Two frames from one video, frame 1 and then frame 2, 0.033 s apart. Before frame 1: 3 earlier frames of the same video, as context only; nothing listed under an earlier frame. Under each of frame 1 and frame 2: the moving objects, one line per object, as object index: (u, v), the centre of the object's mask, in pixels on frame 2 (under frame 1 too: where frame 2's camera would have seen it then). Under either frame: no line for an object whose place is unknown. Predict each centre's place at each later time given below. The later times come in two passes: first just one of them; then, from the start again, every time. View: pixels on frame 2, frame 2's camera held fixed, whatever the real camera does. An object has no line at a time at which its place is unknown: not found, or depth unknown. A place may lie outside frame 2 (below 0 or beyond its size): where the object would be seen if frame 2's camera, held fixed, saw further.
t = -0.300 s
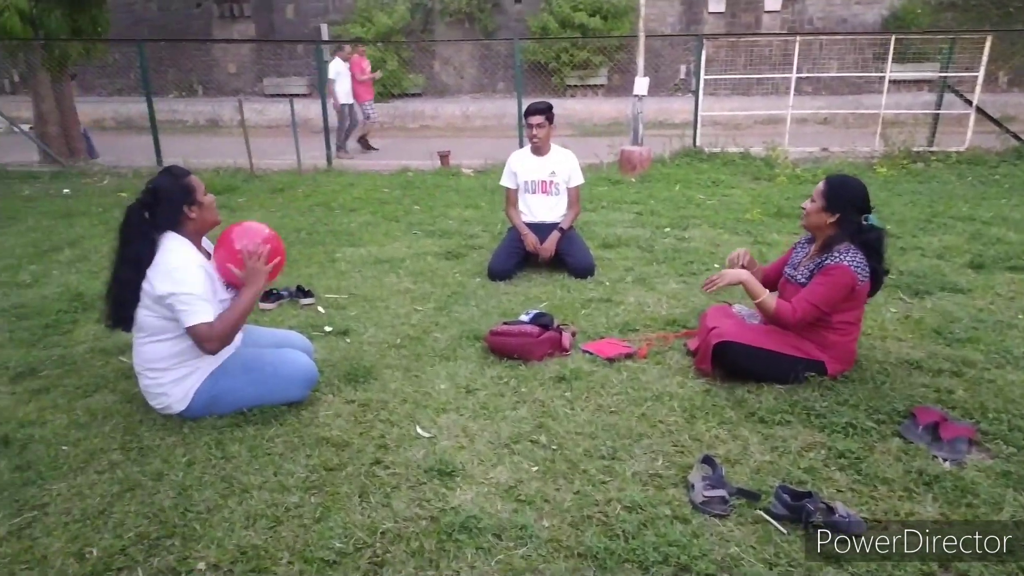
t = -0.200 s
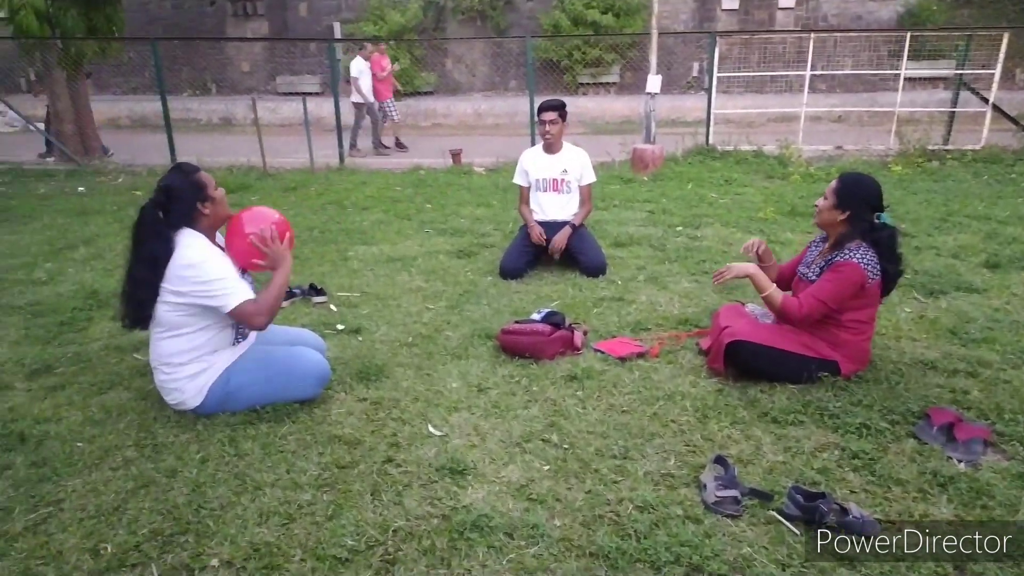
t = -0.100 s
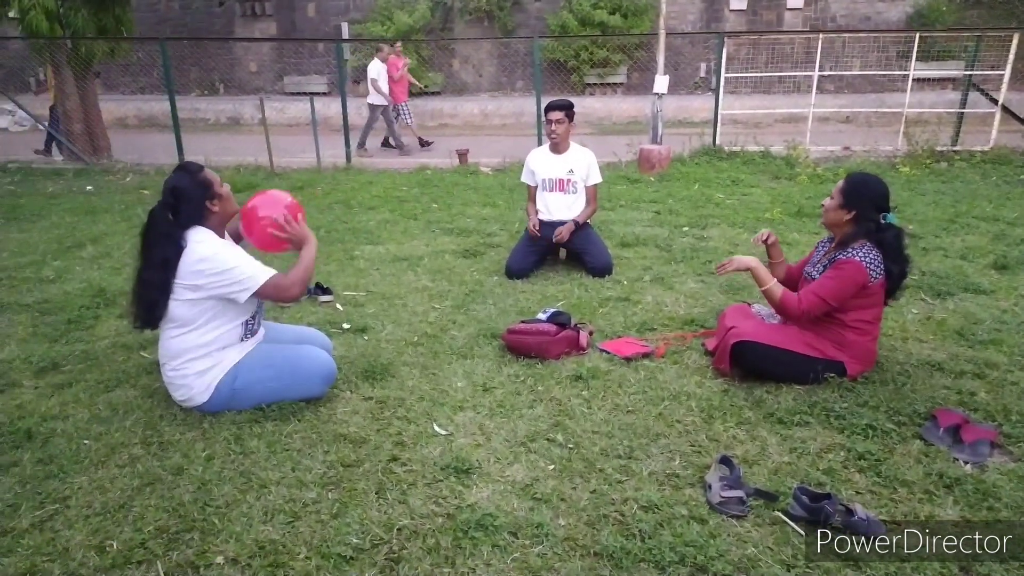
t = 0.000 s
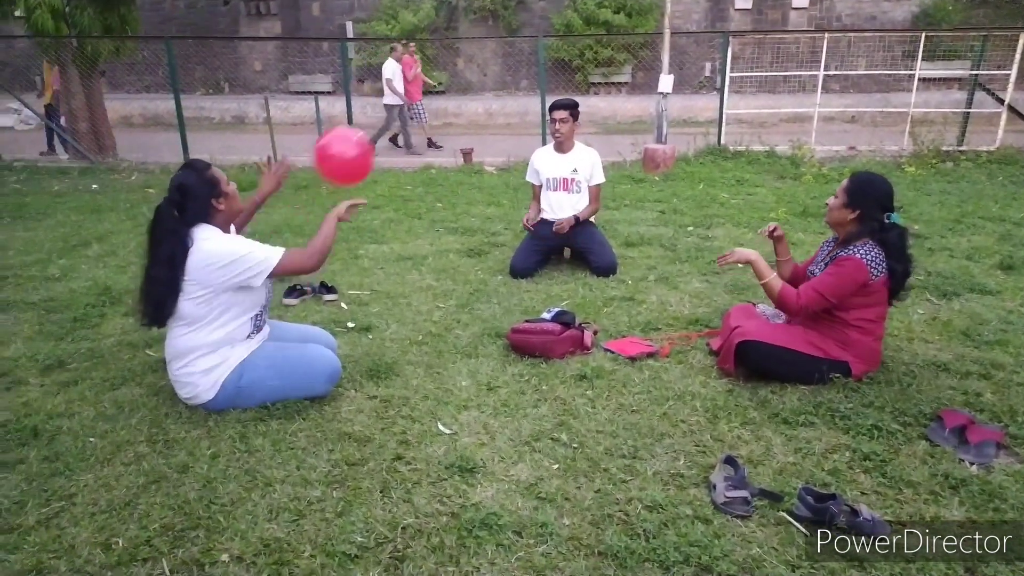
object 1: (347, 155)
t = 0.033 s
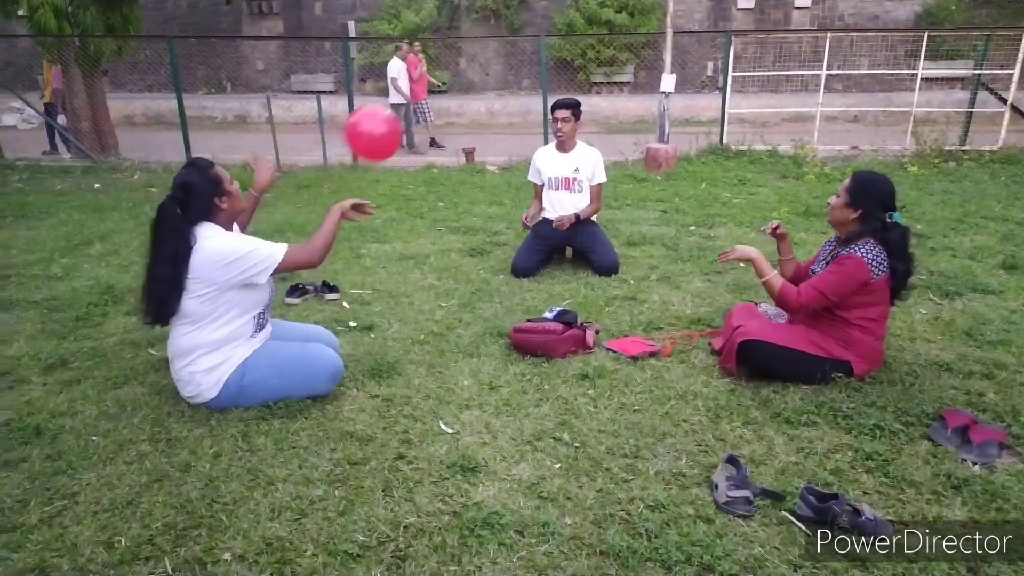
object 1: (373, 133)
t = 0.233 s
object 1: (465, 51)
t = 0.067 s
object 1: (396, 114)
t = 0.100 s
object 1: (416, 98)
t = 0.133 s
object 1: (432, 83)
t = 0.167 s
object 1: (445, 70)
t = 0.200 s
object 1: (454, 61)
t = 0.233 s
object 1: (465, 51)
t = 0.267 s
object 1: (471, 43)
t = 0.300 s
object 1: (476, 38)
